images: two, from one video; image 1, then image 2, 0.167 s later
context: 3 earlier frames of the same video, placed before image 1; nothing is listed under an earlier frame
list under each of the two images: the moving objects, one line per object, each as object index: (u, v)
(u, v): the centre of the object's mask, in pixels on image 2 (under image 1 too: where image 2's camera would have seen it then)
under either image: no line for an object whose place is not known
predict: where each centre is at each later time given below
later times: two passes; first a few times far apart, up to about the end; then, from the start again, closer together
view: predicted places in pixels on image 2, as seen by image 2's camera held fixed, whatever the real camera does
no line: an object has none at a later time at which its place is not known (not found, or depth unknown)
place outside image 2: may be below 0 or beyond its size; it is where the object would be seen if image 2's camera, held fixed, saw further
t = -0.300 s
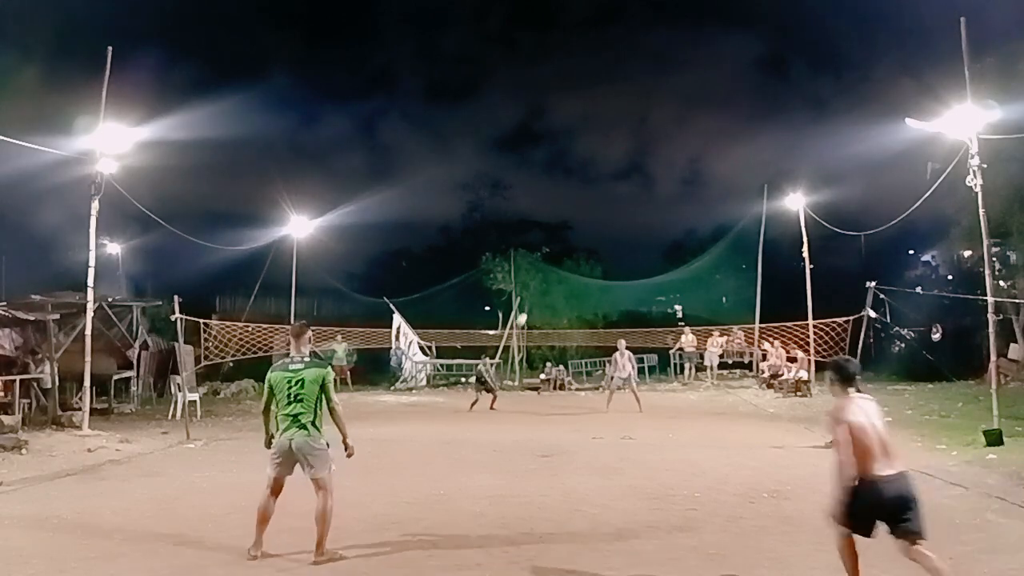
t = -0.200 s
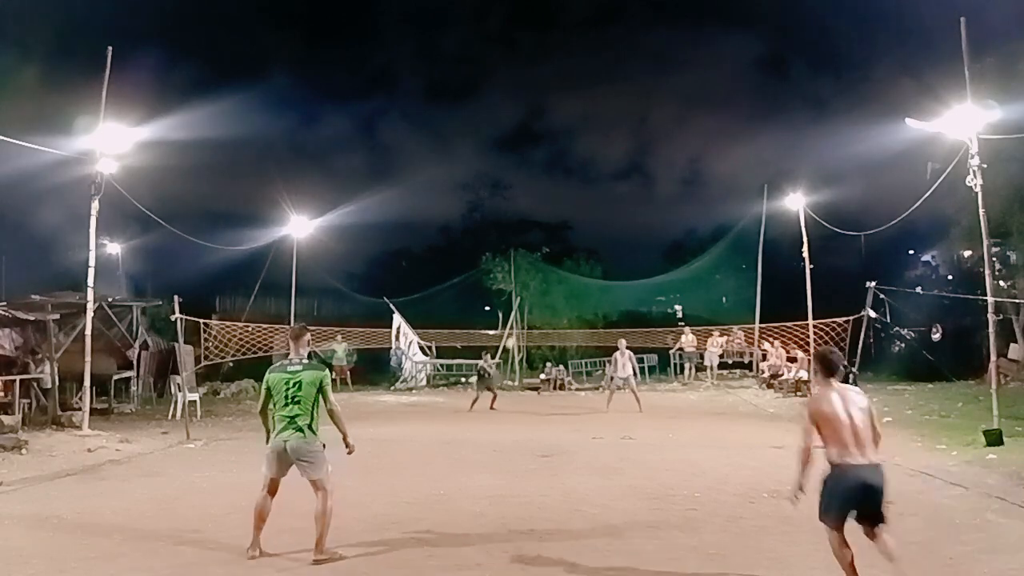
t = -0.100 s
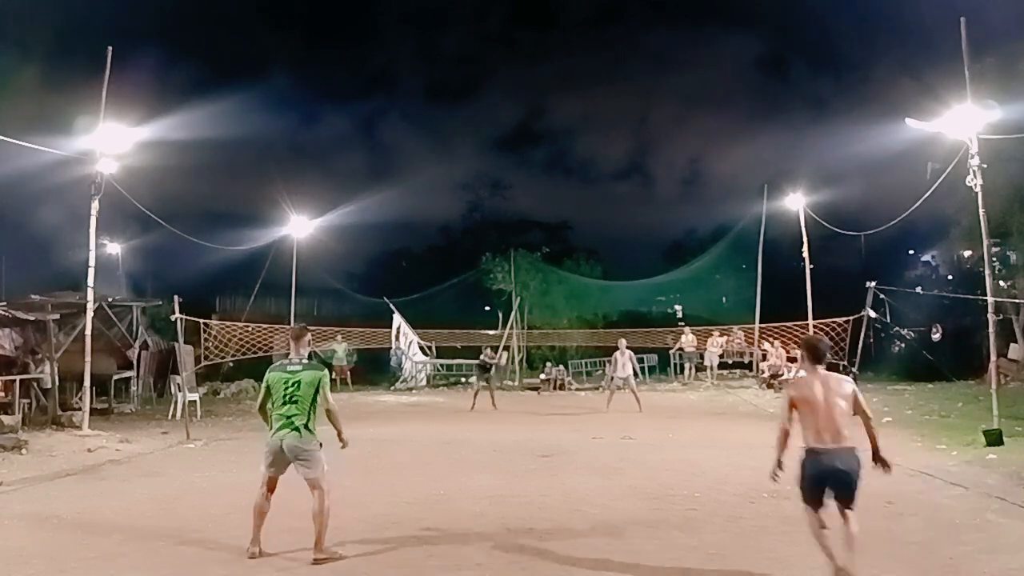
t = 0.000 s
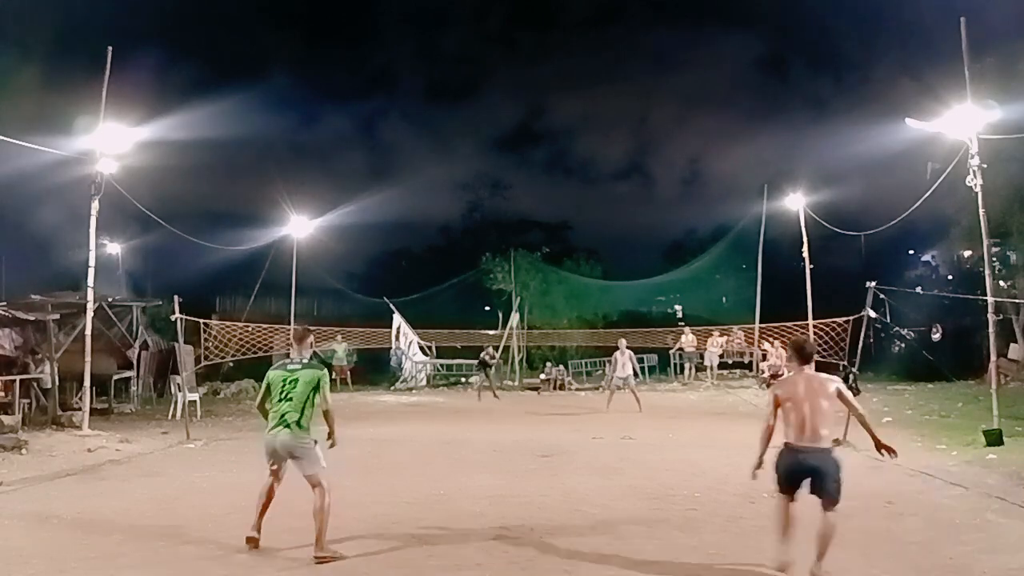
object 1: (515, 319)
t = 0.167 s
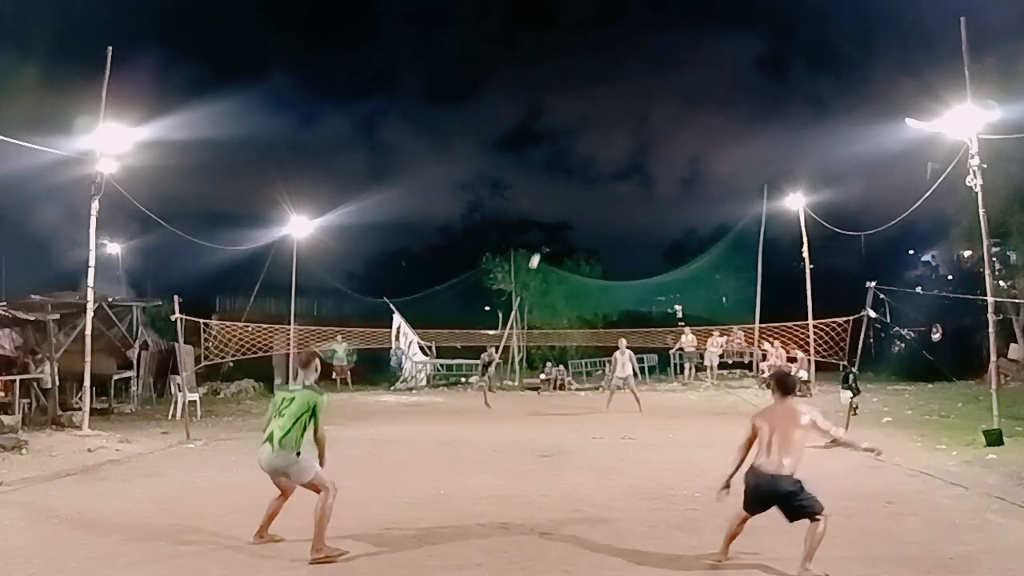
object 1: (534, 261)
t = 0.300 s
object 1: (552, 219)
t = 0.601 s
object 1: (599, 138)
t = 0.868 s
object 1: (653, 92)
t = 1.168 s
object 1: (732, 85)
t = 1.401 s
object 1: (816, 130)
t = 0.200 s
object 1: (539, 250)
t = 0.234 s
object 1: (543, 240)
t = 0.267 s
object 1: (547, 229)
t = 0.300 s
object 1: (552, 219)
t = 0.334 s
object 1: (557, 209)
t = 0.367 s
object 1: (562, 199)
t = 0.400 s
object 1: (567, 189)
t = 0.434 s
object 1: (572, 180)
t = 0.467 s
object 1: (577, 171)
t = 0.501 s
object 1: (583, 162)
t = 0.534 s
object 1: (588, 154)
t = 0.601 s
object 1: (599, 138)
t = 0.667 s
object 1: (612, 124)
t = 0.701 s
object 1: (618, 118)
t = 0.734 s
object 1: (625, 112)
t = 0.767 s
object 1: (631, 106)
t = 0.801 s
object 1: (638, 101)
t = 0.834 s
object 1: (646, 96)
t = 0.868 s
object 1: (653, 92)
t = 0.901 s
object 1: (661, 89)
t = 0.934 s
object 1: (668, 86)
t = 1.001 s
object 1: (685, 82)
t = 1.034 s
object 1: (694, 82)
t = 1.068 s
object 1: (703, 81)
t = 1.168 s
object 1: (732, 85)
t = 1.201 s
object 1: (743, 88)
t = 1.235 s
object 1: (754, 92)
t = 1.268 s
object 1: (765, 98)
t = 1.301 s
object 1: (777, 104)
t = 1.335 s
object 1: (790, 111)
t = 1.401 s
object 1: (816, 130)
